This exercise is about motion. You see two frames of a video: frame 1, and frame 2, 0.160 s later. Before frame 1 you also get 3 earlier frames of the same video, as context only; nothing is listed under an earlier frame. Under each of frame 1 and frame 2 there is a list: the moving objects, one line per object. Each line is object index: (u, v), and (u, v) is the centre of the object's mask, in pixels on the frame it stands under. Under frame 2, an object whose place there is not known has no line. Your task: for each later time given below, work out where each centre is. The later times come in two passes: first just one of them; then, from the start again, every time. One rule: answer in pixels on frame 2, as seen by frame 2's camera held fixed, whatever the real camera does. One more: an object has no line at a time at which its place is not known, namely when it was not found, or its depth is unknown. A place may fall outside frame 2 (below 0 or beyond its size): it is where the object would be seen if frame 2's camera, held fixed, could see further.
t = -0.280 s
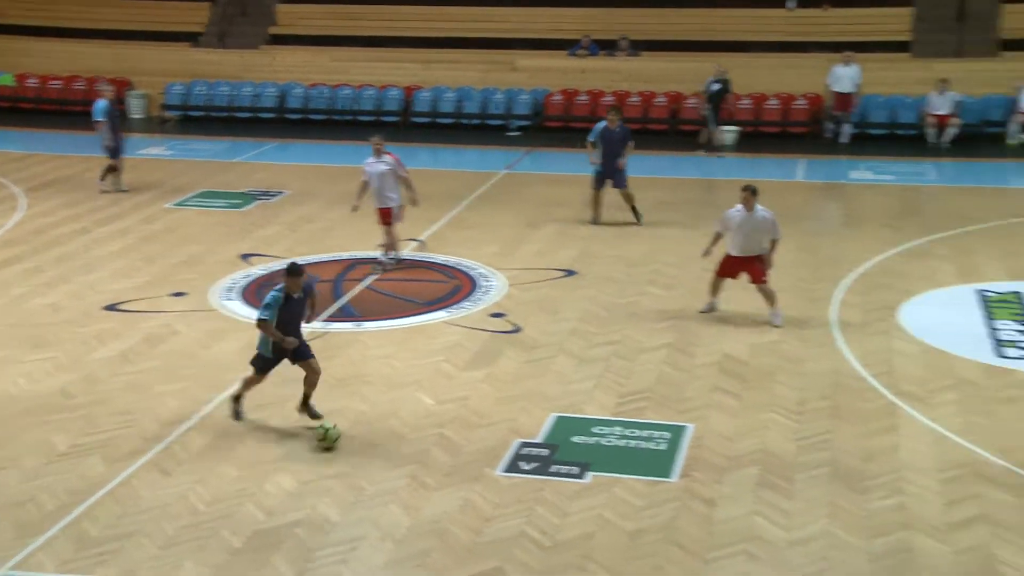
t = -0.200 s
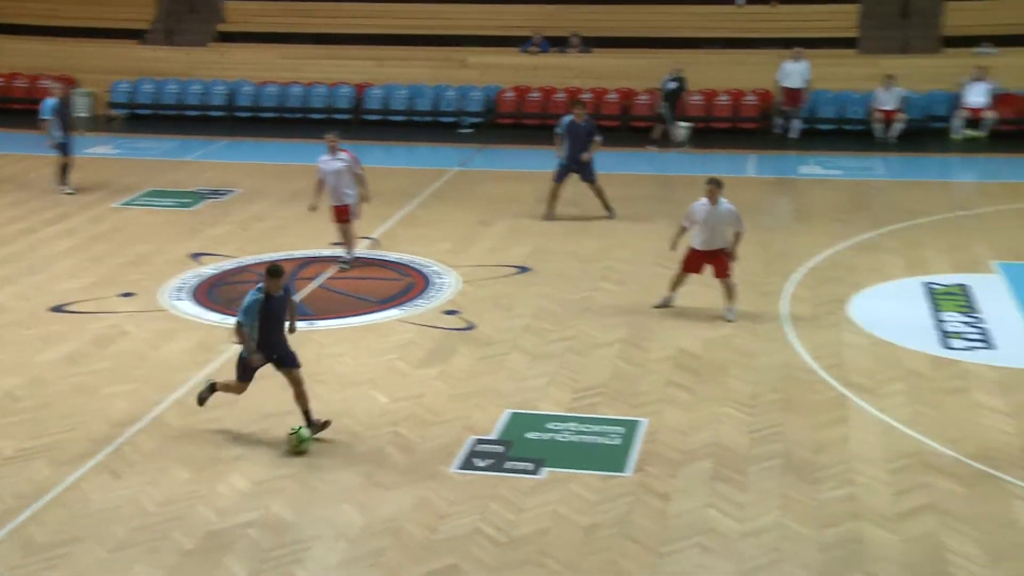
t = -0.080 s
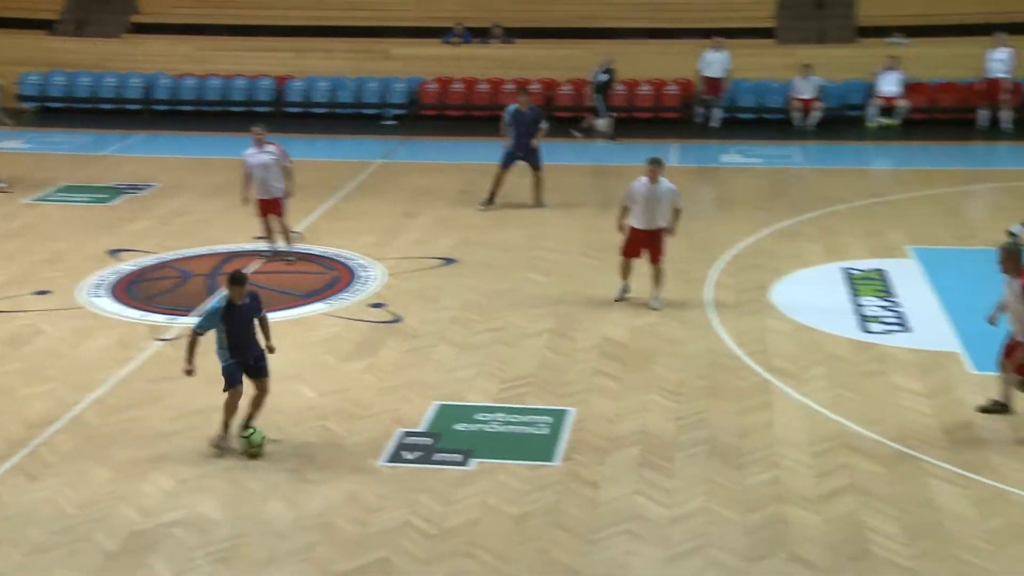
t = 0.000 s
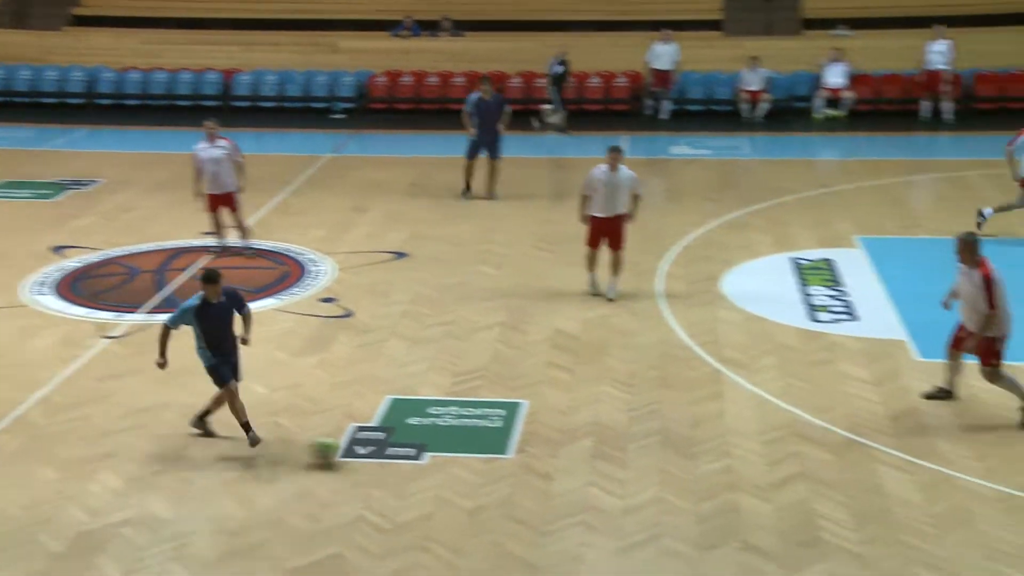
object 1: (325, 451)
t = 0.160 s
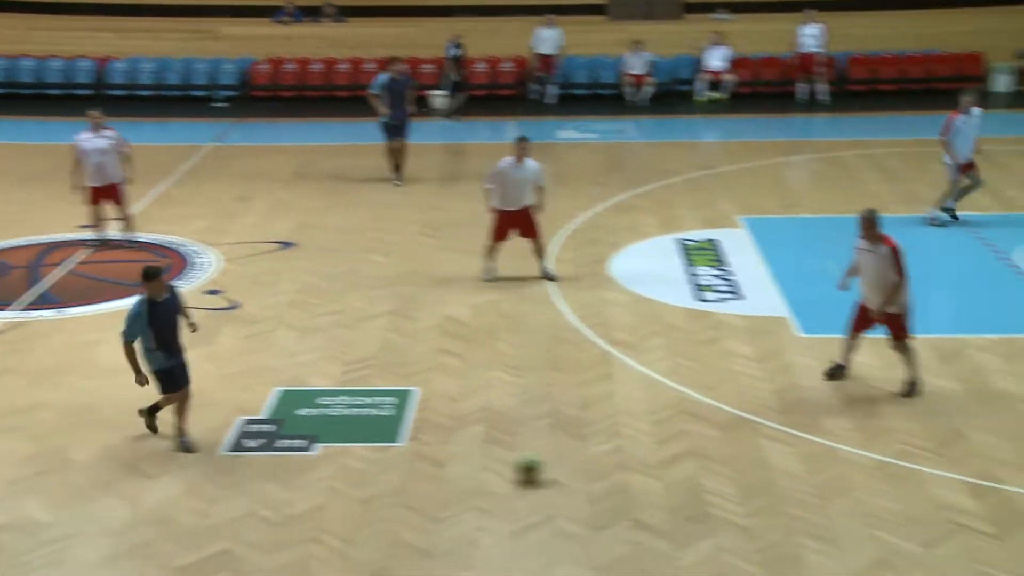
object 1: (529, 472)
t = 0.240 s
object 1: (686, 482)
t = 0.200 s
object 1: (609, 475)
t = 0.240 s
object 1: (686, 482)
